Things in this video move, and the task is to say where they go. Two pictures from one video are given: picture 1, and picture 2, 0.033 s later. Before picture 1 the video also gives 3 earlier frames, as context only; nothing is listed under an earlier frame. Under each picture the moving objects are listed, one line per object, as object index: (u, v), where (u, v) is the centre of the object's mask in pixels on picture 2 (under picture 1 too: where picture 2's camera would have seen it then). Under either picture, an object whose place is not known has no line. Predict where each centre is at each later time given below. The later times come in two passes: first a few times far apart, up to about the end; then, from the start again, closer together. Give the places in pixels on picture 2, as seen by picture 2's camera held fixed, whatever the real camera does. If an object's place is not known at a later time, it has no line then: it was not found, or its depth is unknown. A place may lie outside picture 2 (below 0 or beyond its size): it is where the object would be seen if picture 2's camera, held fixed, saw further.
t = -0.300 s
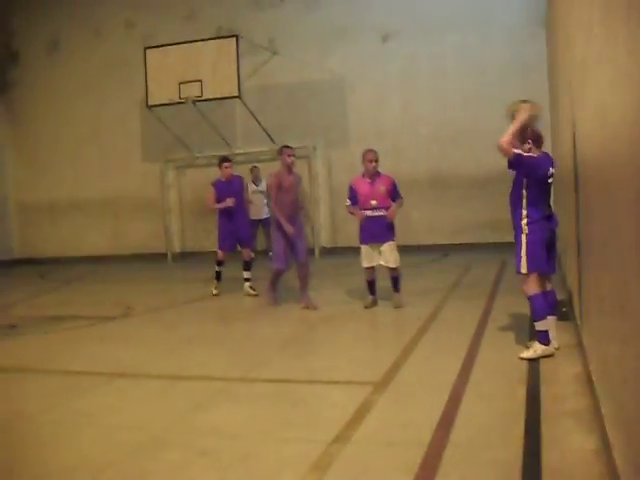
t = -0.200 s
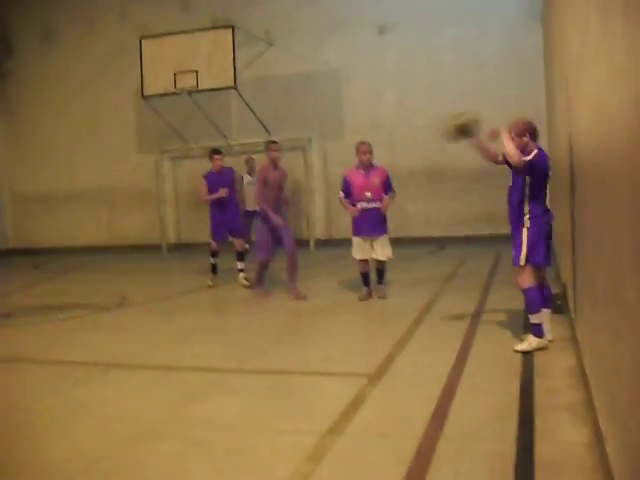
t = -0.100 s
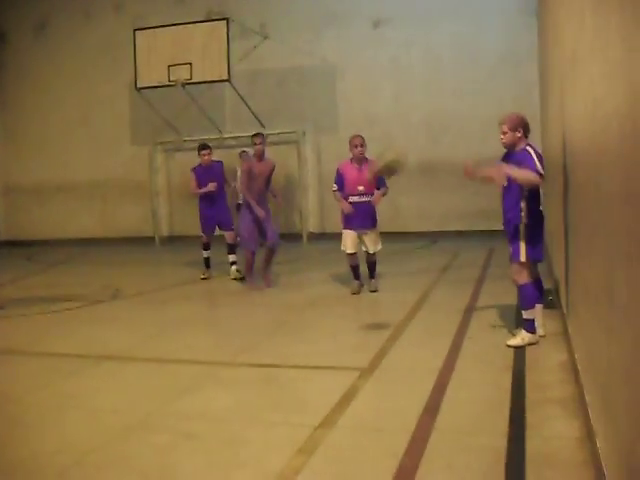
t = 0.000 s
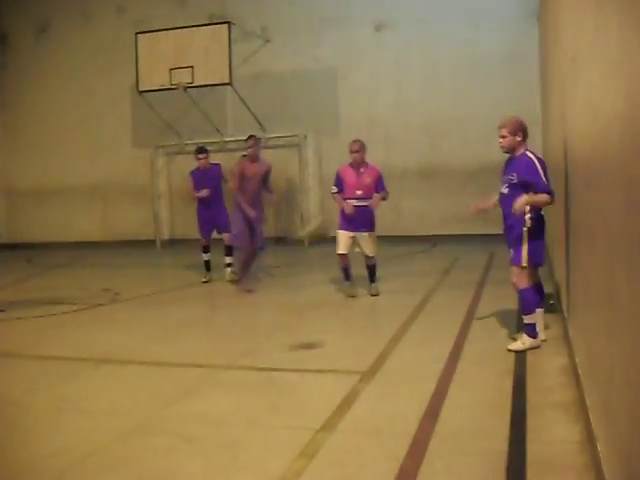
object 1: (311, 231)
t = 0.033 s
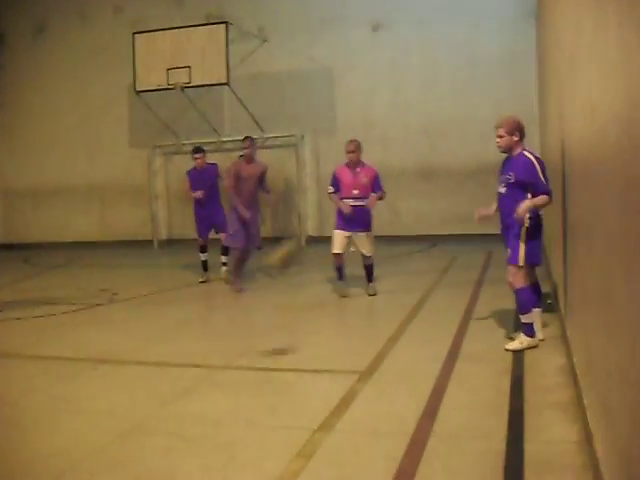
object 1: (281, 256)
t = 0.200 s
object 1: (167, 350)
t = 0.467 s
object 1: (27, 270)
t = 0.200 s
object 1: (167, 350)
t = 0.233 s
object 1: (149, 334)
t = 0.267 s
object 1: (133, 322)
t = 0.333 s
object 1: (96, 297)
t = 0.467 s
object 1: (27, 270)
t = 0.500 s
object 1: (9, 267)
